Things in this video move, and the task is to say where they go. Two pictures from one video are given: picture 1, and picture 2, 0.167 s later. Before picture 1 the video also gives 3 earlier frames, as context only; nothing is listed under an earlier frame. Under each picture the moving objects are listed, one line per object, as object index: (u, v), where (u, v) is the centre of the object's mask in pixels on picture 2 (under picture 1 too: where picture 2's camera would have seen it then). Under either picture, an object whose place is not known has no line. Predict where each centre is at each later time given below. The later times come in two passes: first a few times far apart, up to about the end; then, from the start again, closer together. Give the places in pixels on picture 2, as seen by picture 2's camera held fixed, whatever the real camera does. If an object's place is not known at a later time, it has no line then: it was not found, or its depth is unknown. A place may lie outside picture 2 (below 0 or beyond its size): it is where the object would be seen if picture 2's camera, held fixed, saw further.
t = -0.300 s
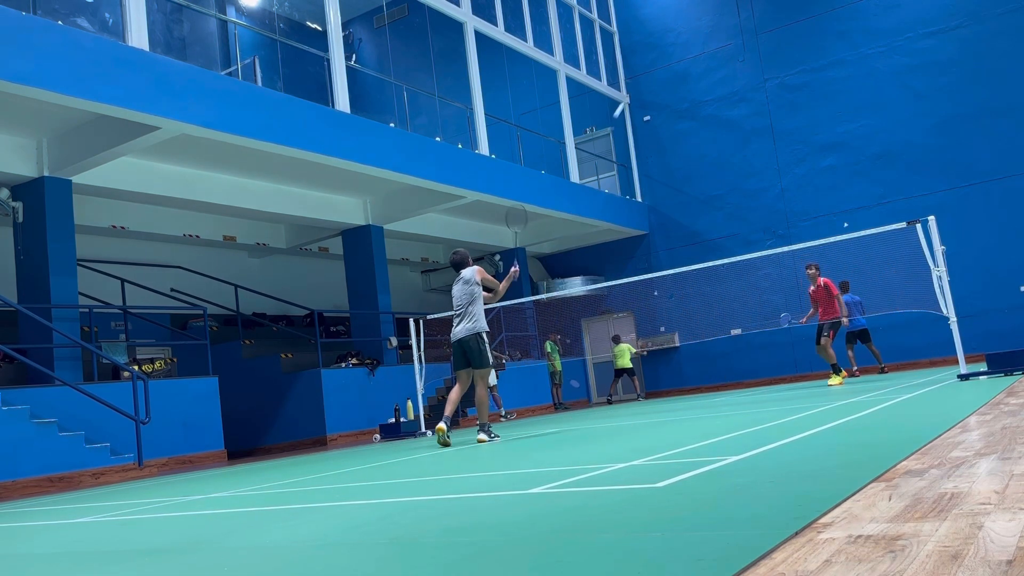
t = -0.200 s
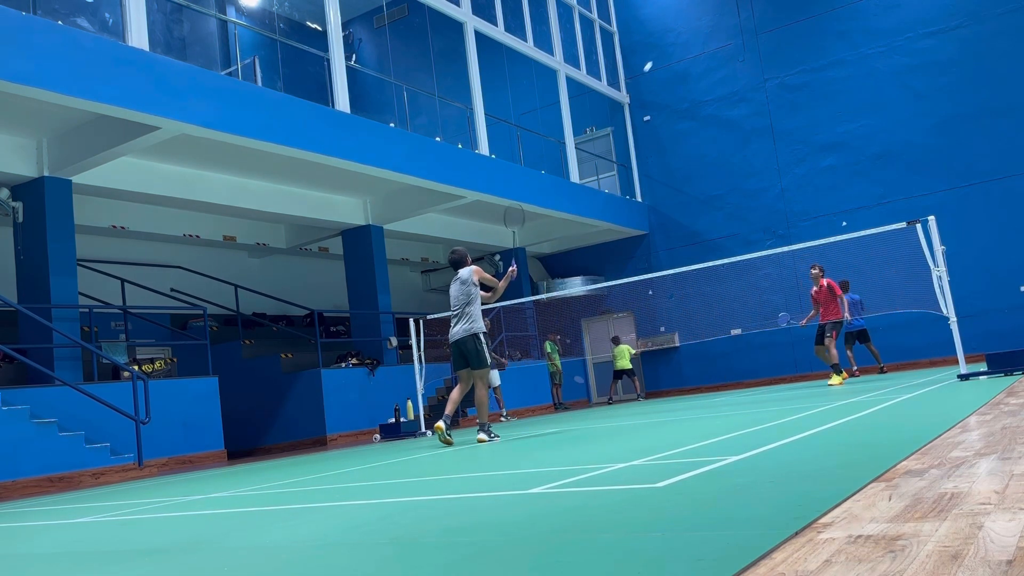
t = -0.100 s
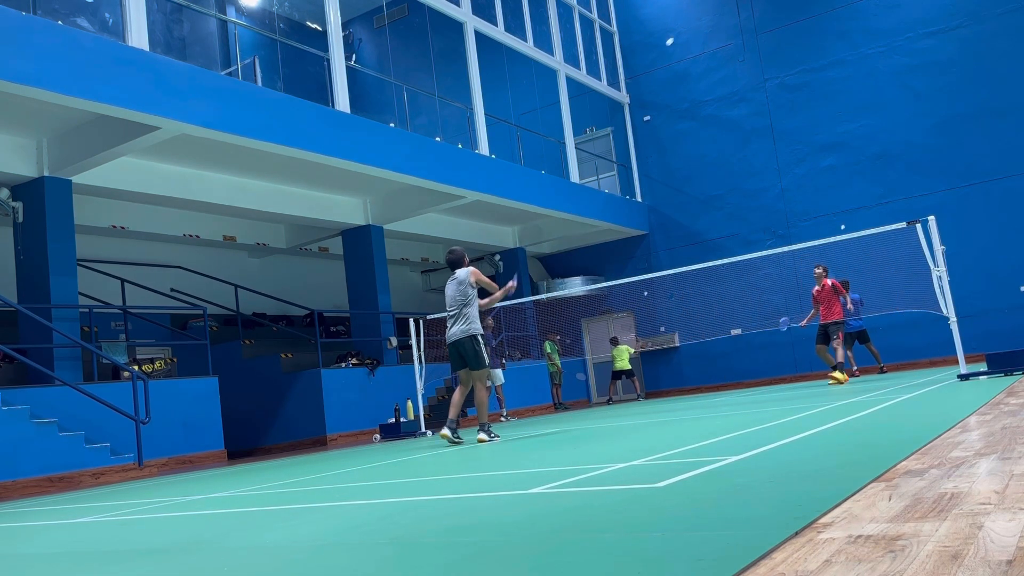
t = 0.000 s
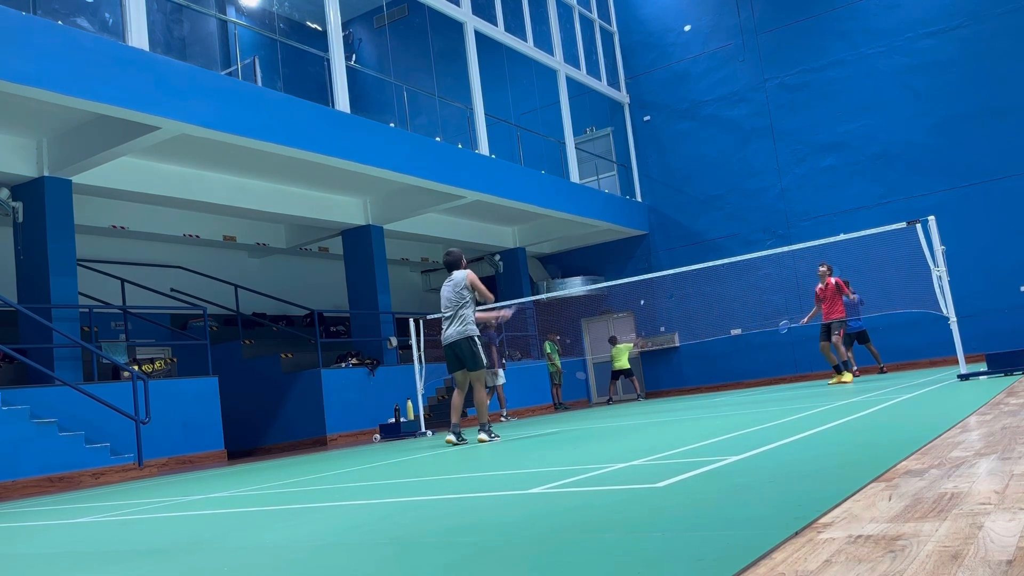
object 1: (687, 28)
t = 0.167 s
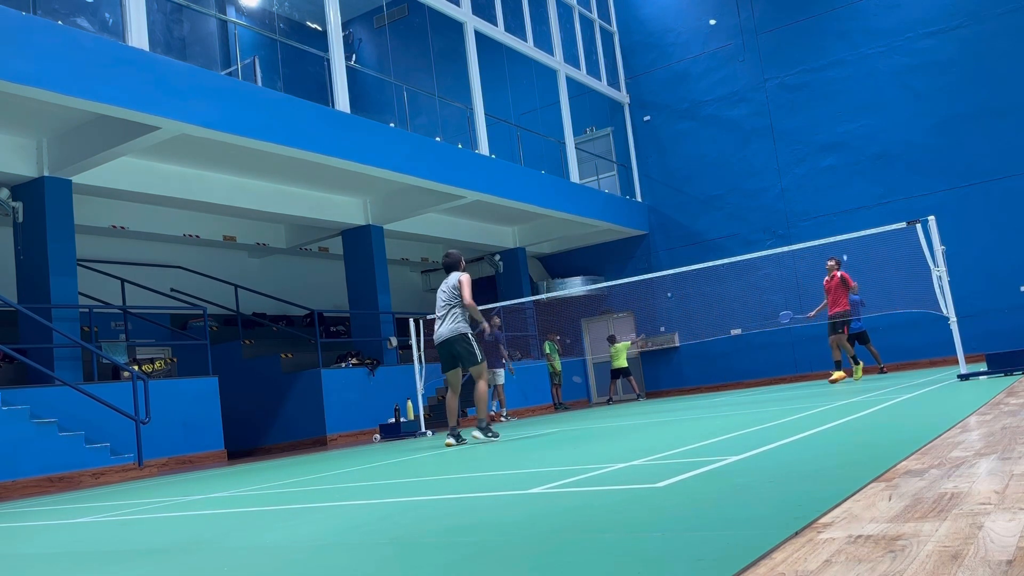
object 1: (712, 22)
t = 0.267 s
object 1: (726, 26)
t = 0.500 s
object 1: (757, 54)
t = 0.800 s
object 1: (795, 119)
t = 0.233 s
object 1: (721, 24)
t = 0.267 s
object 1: (726, 26)
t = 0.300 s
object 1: (730, 29)
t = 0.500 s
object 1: (757, 54)
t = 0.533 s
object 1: (762, 60)
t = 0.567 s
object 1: (766, 66)
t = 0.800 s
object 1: (795, 119)
